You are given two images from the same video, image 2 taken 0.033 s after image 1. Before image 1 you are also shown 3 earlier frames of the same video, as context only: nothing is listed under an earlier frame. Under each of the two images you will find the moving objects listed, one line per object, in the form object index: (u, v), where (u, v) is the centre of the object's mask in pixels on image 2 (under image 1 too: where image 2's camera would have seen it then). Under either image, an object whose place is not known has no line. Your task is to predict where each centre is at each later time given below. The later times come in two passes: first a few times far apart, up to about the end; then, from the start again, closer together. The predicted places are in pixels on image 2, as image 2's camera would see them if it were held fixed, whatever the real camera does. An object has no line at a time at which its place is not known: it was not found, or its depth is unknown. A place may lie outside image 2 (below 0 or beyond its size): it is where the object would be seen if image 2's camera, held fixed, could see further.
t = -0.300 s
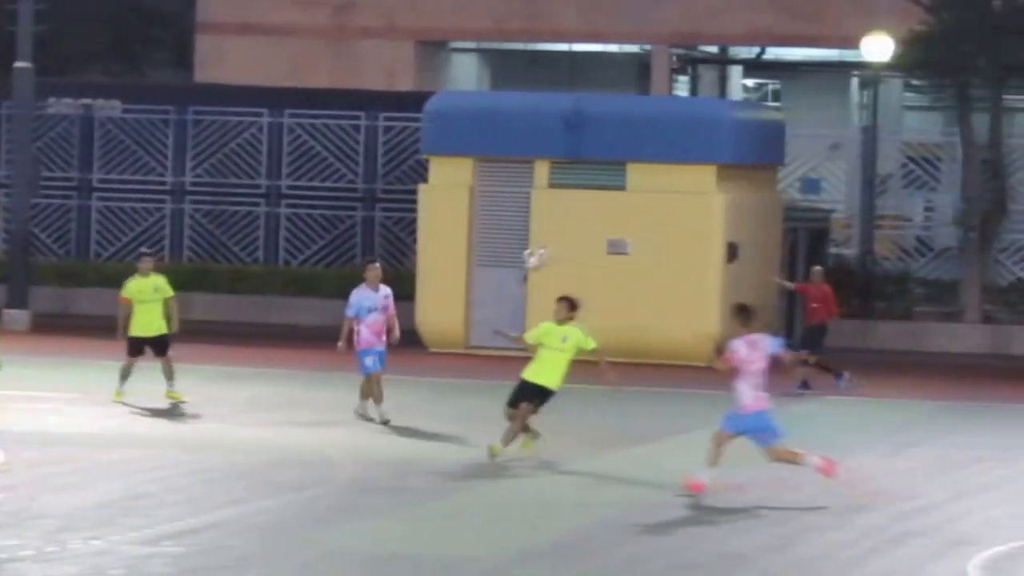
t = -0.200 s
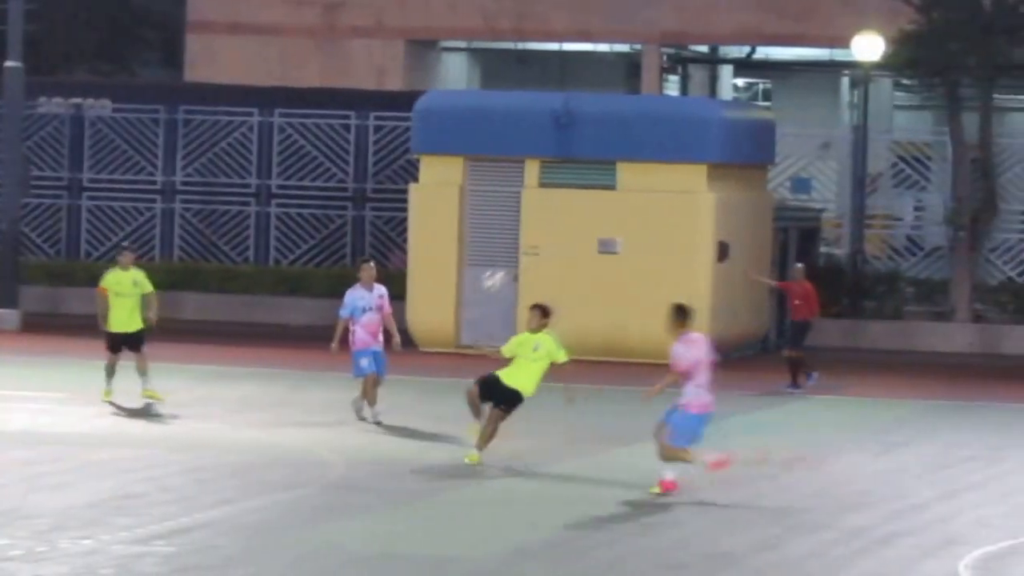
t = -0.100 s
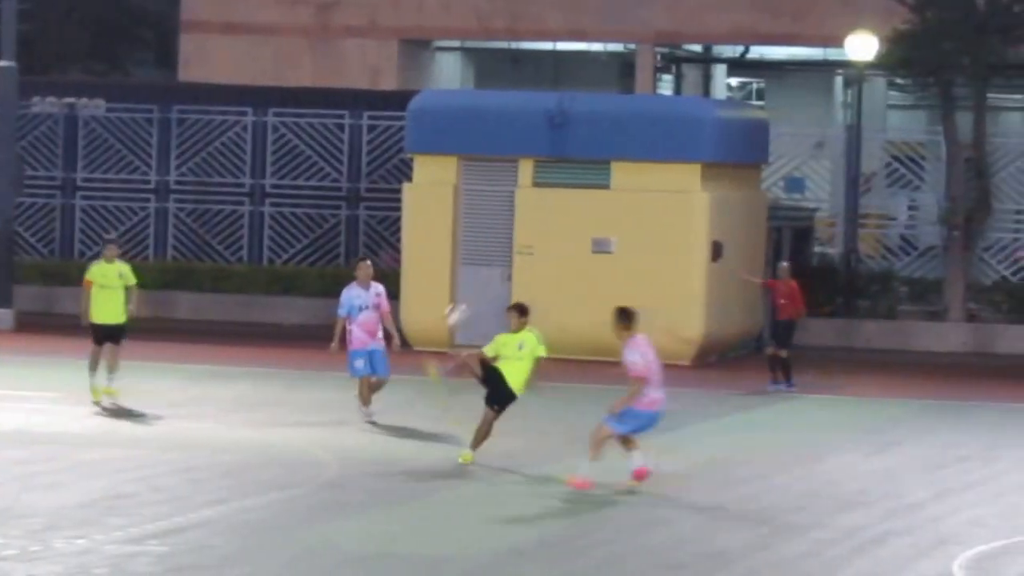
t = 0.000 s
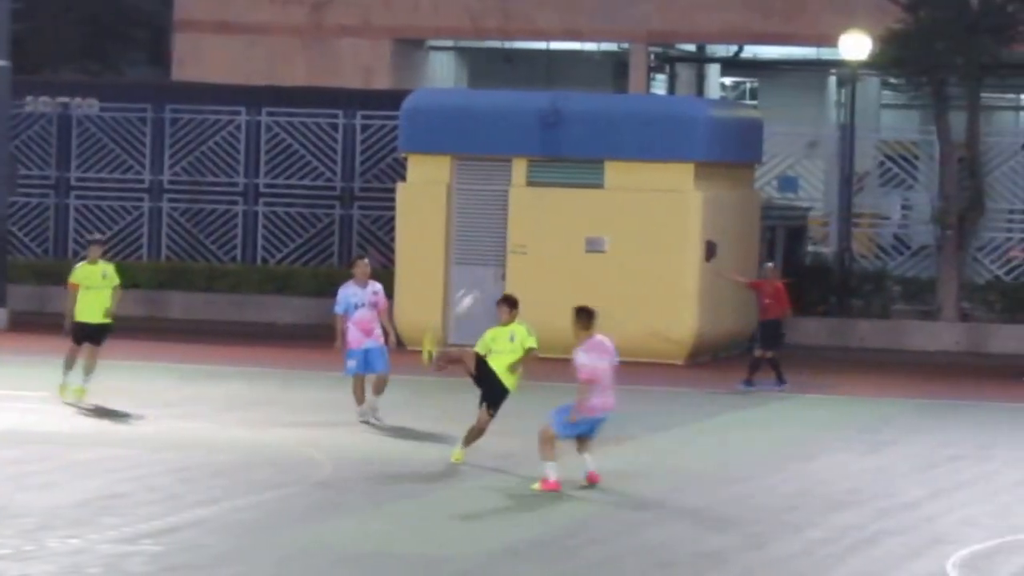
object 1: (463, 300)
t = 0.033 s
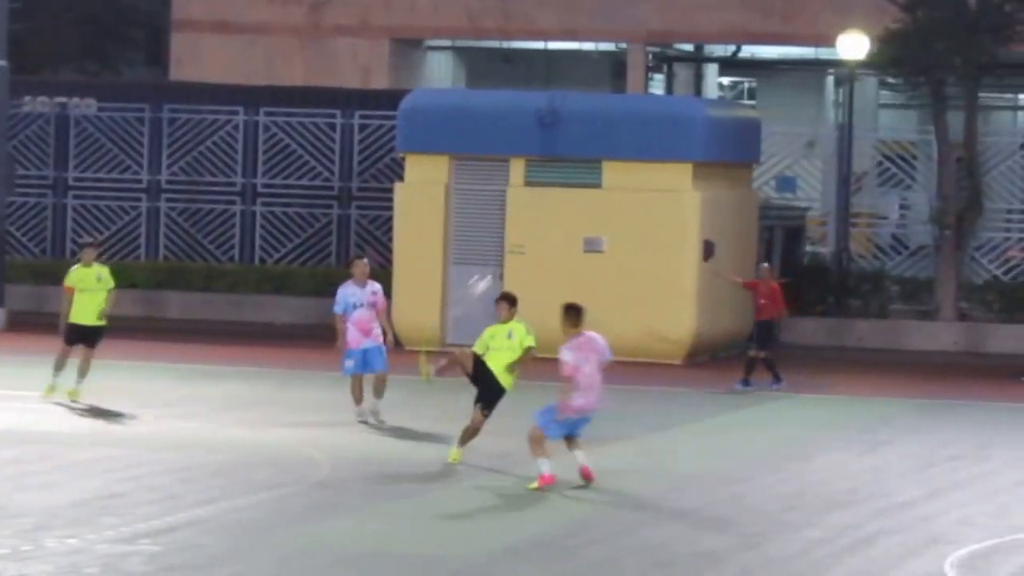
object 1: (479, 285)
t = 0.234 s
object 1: (573, 223)
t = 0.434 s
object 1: (659, 205)
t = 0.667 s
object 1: (756, 238)
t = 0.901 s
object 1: (842, 327)
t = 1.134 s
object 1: (915, 435)
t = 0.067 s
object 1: (494, 272)
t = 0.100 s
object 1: (510, 259)
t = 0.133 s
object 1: (527, 249)
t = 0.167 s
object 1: (542, 239)
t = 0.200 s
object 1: (559, 230)
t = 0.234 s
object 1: (573, 223)
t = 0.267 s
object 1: (589, 218)
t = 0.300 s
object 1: (603, 212)
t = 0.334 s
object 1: (618, 209)
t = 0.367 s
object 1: (631, 207)
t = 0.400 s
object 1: (646, 206)
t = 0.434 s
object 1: (659, 205)
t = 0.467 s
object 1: (673, 207)
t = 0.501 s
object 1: (688, 209)
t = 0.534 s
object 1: (701, 211)
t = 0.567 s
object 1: (715, 216)
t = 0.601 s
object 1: (728, 222)
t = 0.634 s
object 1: (742, 229)
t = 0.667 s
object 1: (756, 238)
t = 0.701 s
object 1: (768, 249)
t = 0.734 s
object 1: (782, 258)
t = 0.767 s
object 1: (794, 270)
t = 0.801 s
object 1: (806, 283)
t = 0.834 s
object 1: (818, 297)
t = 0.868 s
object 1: (830, 310)
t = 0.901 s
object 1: (842, 327)
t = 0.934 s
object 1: (853, 345)
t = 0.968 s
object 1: (864, 362)
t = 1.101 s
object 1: (907, 445)
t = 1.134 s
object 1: (915, 435)
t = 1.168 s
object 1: (922, 416)
